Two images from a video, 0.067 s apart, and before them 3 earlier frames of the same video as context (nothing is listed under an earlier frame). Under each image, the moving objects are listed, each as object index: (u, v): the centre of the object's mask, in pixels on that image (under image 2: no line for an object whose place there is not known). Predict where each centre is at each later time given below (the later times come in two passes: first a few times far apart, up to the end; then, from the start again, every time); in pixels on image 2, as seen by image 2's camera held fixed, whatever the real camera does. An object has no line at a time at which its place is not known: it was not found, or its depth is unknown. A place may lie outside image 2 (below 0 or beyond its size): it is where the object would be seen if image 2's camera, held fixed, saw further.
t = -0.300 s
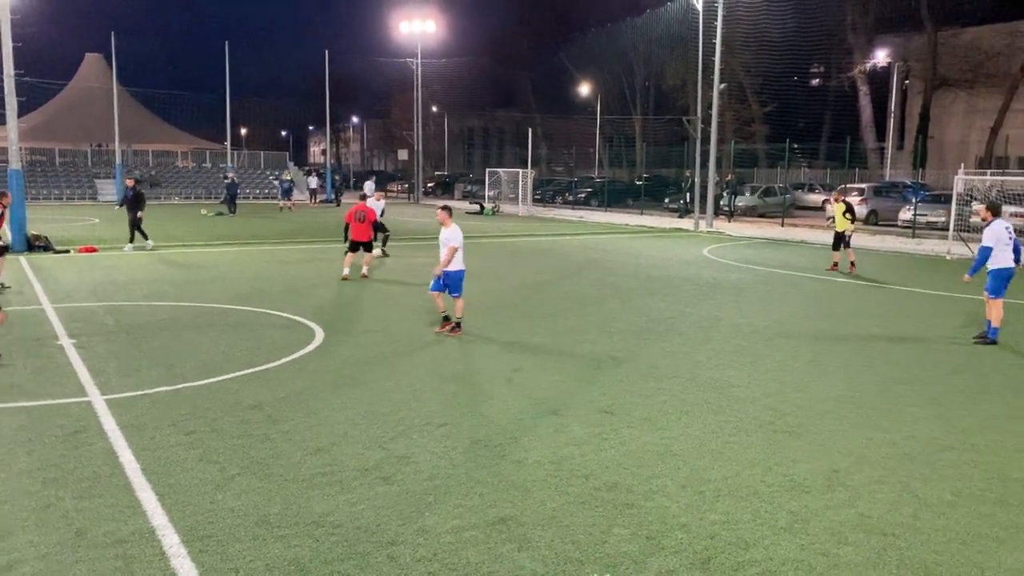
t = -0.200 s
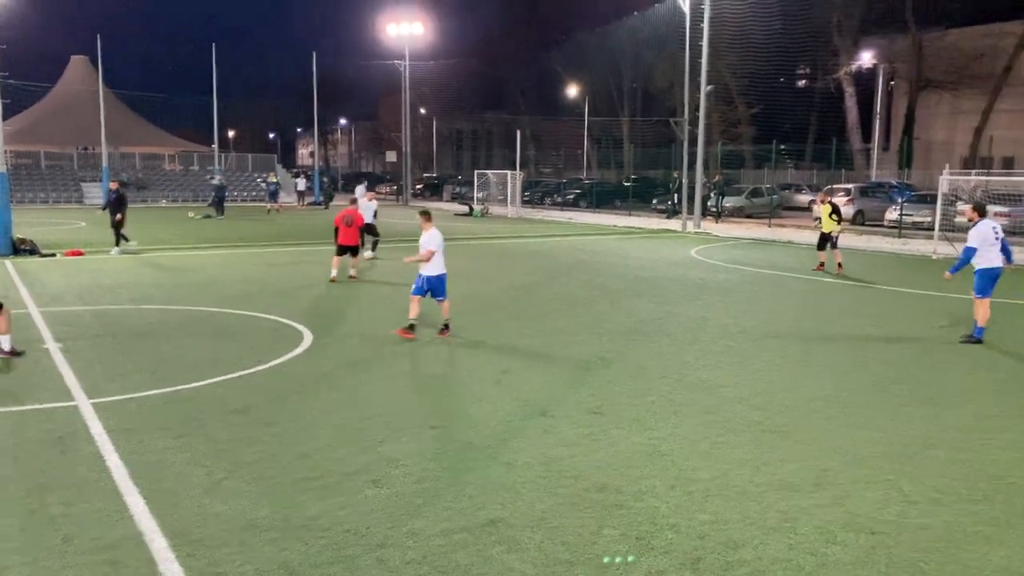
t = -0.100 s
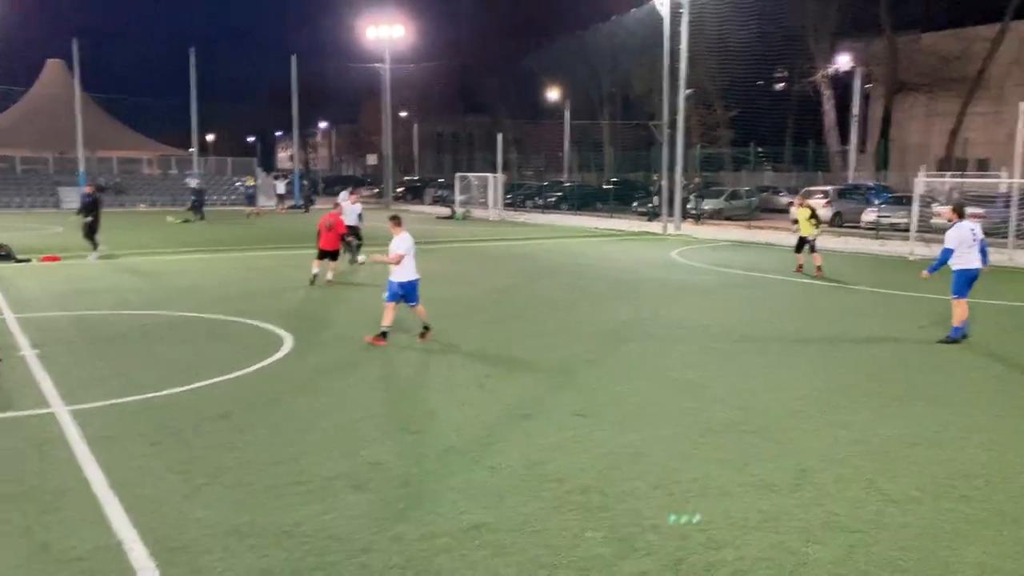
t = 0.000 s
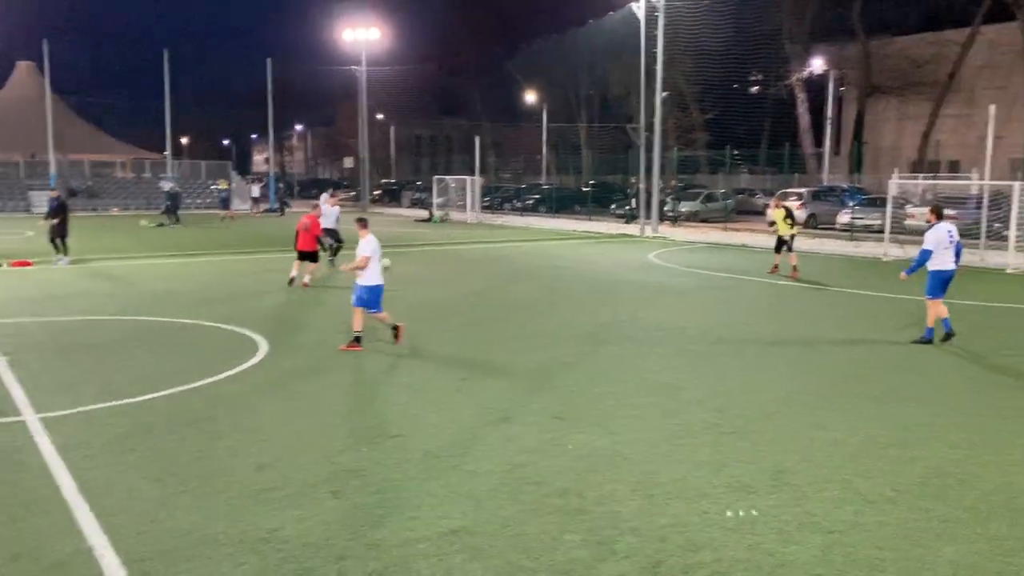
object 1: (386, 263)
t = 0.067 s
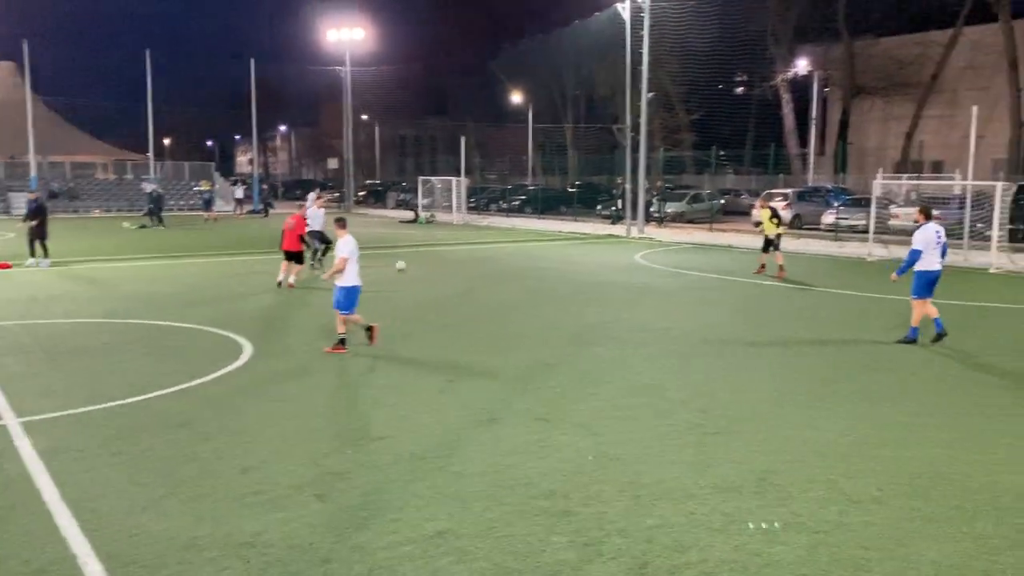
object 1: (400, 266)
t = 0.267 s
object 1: (484, 268)
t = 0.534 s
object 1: (580, 269)
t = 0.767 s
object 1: (652, 272)
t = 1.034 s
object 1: (730, 273)
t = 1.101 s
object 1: (750, 274)
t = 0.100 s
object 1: (414, 265)
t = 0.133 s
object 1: (429, 265)
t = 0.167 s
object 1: (443, 266)
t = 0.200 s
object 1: (457, 266)
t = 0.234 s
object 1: (471, 268)
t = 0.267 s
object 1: (484, 268)
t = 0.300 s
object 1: (496, 267)
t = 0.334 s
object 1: (509, 267)
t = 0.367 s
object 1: (521, 267)
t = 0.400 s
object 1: (534, 267)
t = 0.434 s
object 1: (546, 269)
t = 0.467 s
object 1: (558, 271)
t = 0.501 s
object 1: (569, 270)
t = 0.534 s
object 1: (580, 269)
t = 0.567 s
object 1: (590, 270)
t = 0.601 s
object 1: (600, 270)
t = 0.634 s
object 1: (611, 270)
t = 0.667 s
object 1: (622, 271)
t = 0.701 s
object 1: (632, 272)
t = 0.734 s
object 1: (642, 271)
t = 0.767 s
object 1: (652, 272)
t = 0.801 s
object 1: (662, 272)
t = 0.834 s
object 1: (672, 273)
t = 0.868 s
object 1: (681, 273)
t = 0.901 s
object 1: (691, 273)
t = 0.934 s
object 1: (701, 273)
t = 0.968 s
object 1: (711, 273)
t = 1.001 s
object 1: (720, 274)
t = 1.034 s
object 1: (730, 273)
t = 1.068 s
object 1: (739, 273)
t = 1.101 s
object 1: (750, 274)
